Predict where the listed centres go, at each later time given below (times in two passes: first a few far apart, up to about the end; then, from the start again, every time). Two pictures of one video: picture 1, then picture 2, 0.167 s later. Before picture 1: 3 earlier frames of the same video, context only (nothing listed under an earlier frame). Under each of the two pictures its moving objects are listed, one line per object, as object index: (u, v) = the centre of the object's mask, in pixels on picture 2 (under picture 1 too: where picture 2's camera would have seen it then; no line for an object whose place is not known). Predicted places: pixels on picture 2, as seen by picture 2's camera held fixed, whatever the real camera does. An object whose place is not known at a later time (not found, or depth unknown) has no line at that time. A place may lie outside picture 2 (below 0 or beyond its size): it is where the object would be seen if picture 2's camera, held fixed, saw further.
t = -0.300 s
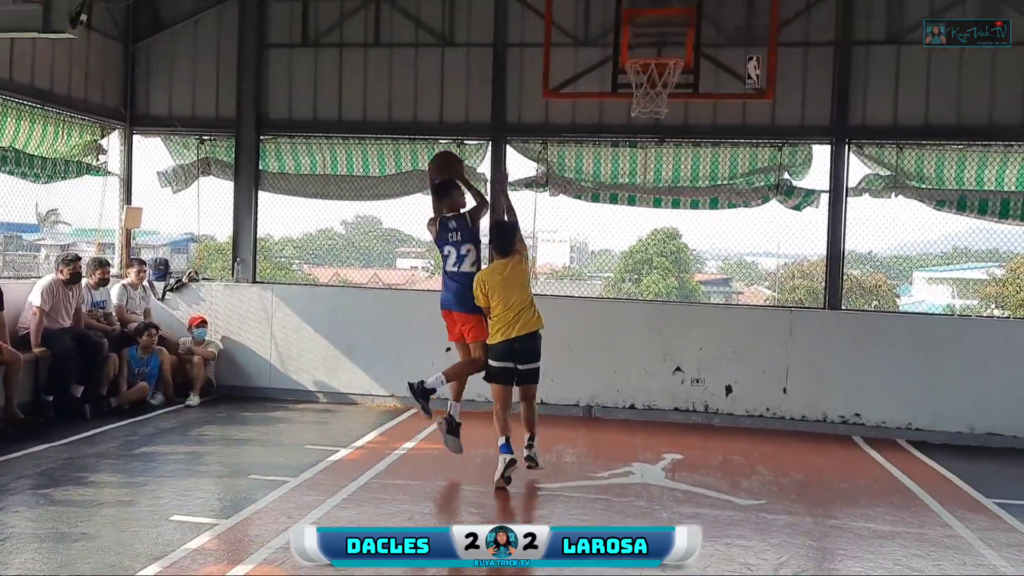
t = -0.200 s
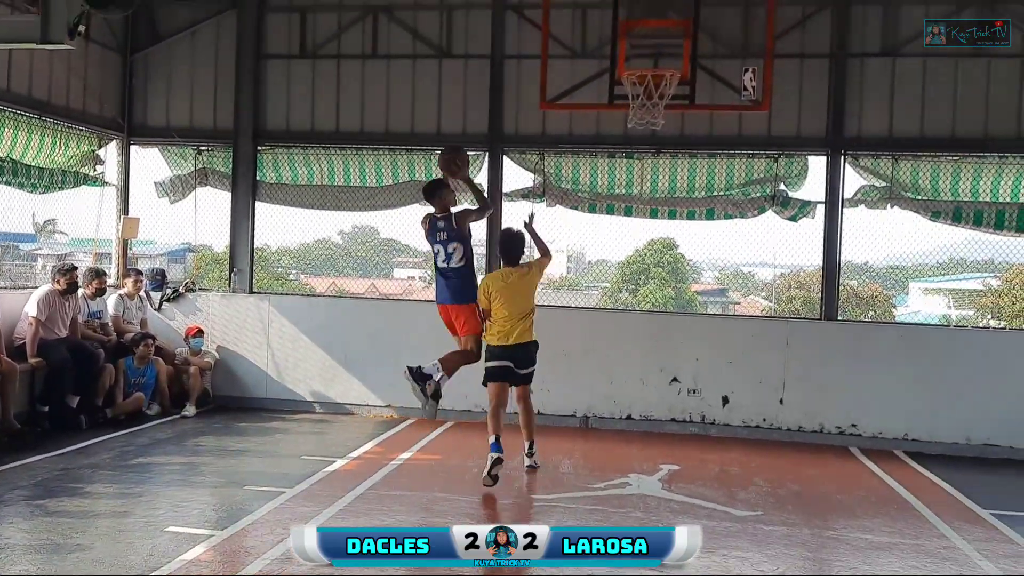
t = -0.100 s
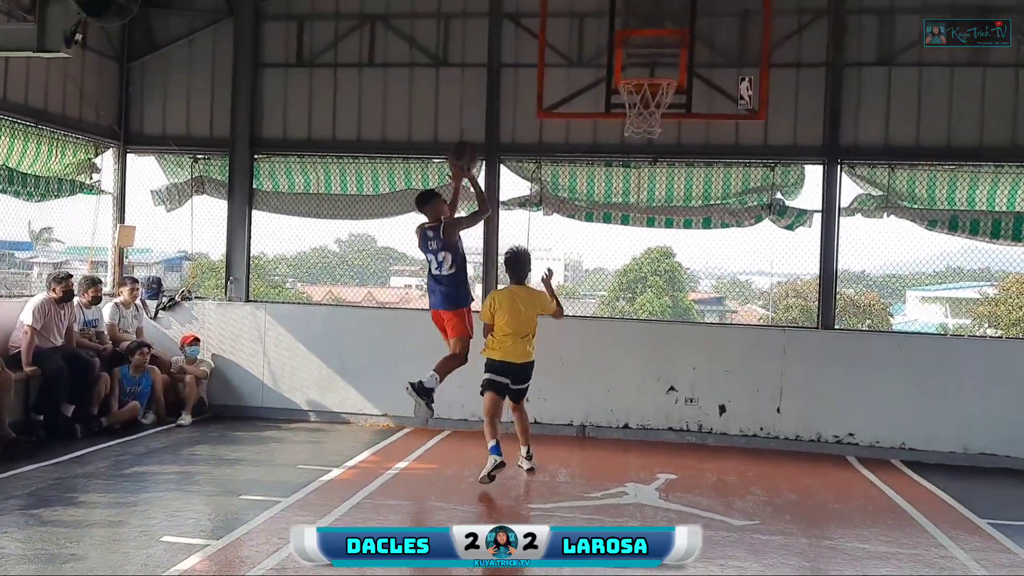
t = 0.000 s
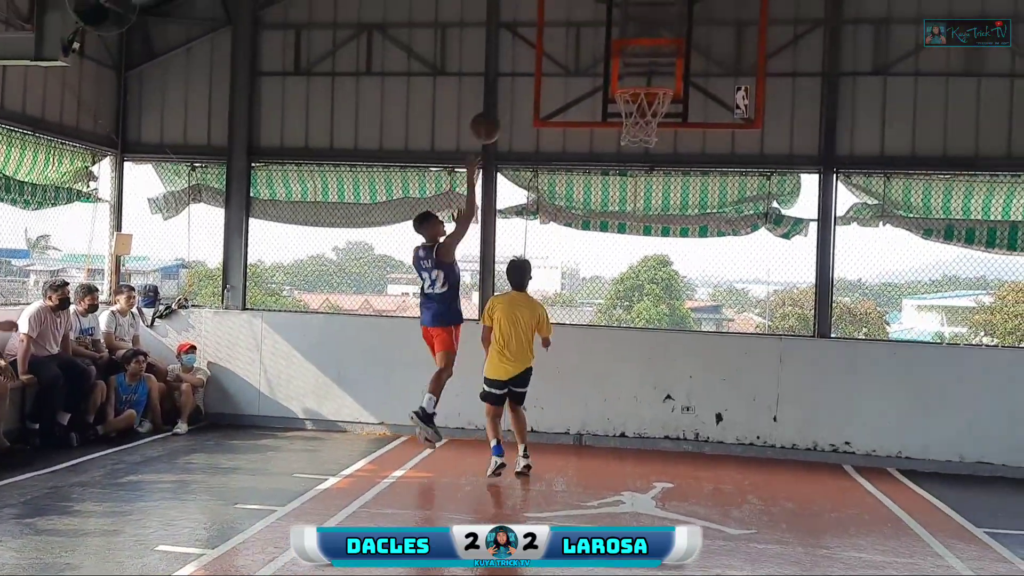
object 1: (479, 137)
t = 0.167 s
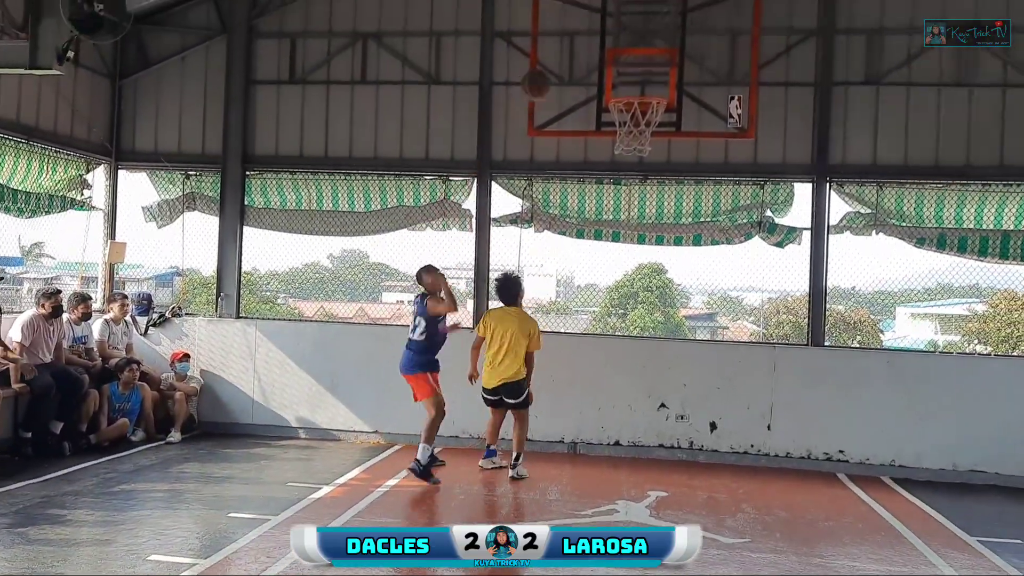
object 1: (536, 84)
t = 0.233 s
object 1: (558, 73)
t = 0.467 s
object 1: (625, 78)
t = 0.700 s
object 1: (652, 121)
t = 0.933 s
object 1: (648, 143)
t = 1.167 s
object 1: (626, 172)
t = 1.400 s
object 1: (607, 268)
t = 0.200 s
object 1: (549, 78)
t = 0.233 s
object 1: (558, 73)
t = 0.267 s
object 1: (568, 70)
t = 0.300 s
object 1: (579, 69)
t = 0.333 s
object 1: (589, 69)
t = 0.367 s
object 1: (599, 69)
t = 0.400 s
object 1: (609, 72)
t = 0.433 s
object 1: (617, 75)
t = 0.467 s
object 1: (625, 78)
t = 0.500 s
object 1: (628, 82)
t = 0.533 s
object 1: (633, 85)
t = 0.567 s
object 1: (637, 88)
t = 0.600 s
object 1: (640, 103)
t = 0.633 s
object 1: (643, 114)
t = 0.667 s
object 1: (647, 119)
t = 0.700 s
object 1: (652, 121)
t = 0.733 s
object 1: (646, 122)
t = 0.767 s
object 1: (646, 121)
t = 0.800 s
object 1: (647, 120)
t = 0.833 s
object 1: (645, 121)
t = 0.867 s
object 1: (640, 121)
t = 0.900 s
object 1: (642, 125)
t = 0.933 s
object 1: (648, 143)
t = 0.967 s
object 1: (646, 146)
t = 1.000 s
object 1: (642, 149)
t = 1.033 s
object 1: (637, 152)
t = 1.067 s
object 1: (634, 155)
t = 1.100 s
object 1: (631, 158)
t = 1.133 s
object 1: (629, 163)
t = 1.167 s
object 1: (626, 172)
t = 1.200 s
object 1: (623, 181)
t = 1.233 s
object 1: (620, 192)
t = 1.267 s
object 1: (618, 205)
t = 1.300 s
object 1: (615, 219)
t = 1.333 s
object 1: (613, 234)
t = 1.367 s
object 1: (610, 250)
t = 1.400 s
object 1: (607, 268)
